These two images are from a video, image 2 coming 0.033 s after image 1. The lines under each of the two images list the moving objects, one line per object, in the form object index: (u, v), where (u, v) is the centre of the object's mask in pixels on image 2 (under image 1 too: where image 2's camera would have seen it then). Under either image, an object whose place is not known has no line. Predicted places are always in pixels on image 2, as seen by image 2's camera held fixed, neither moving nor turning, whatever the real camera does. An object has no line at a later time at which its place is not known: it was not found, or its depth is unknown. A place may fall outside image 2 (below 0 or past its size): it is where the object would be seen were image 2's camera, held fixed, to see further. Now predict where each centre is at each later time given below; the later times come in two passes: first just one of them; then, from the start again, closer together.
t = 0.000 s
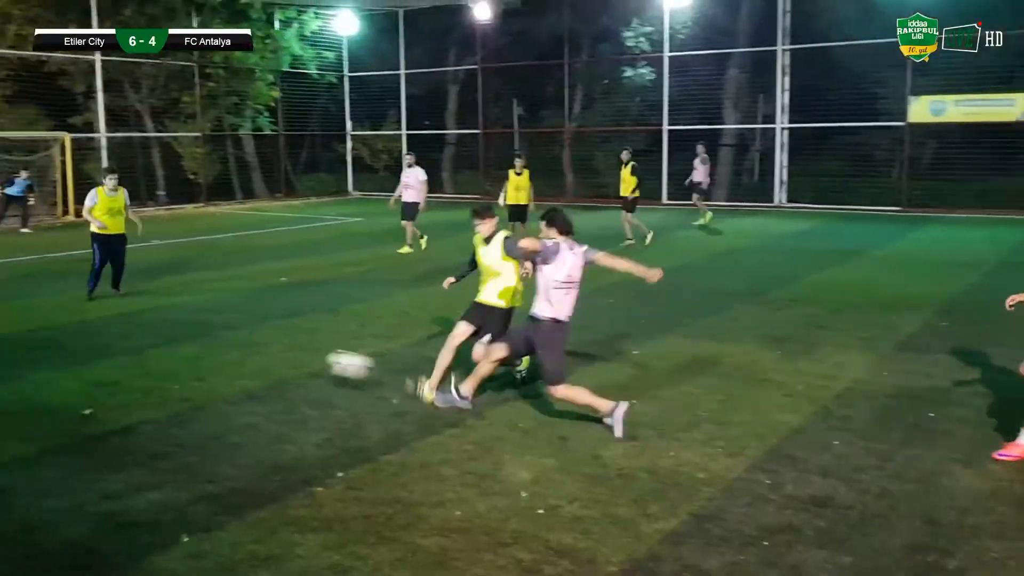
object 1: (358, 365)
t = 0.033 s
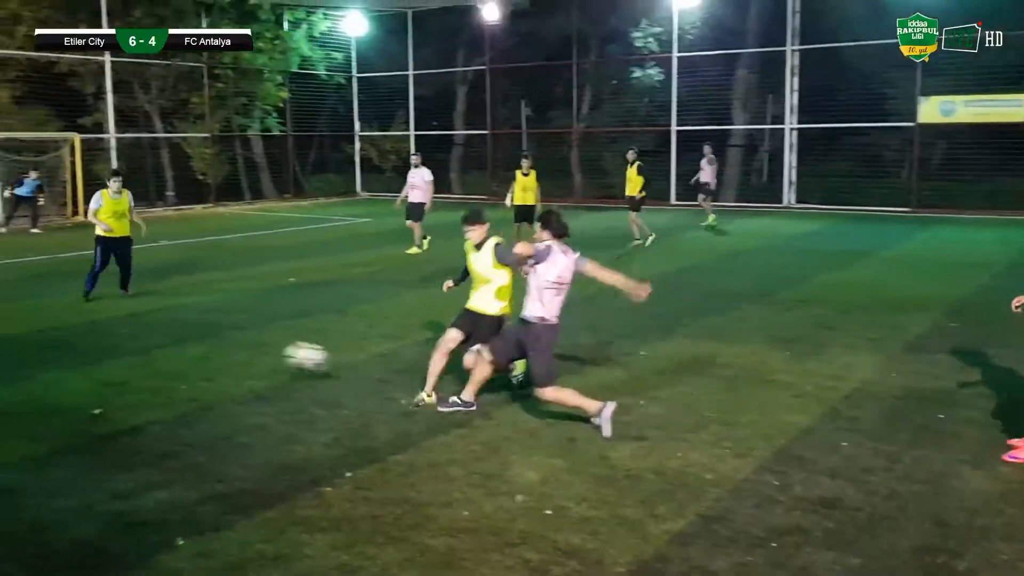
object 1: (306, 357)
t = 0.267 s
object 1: (28, 325)
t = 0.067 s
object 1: (259, 347)
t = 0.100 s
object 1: (212, 341)
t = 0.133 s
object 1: (170, 335)
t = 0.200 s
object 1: (94, 329)
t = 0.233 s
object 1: (60, 326)
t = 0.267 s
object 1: (28, 325)
